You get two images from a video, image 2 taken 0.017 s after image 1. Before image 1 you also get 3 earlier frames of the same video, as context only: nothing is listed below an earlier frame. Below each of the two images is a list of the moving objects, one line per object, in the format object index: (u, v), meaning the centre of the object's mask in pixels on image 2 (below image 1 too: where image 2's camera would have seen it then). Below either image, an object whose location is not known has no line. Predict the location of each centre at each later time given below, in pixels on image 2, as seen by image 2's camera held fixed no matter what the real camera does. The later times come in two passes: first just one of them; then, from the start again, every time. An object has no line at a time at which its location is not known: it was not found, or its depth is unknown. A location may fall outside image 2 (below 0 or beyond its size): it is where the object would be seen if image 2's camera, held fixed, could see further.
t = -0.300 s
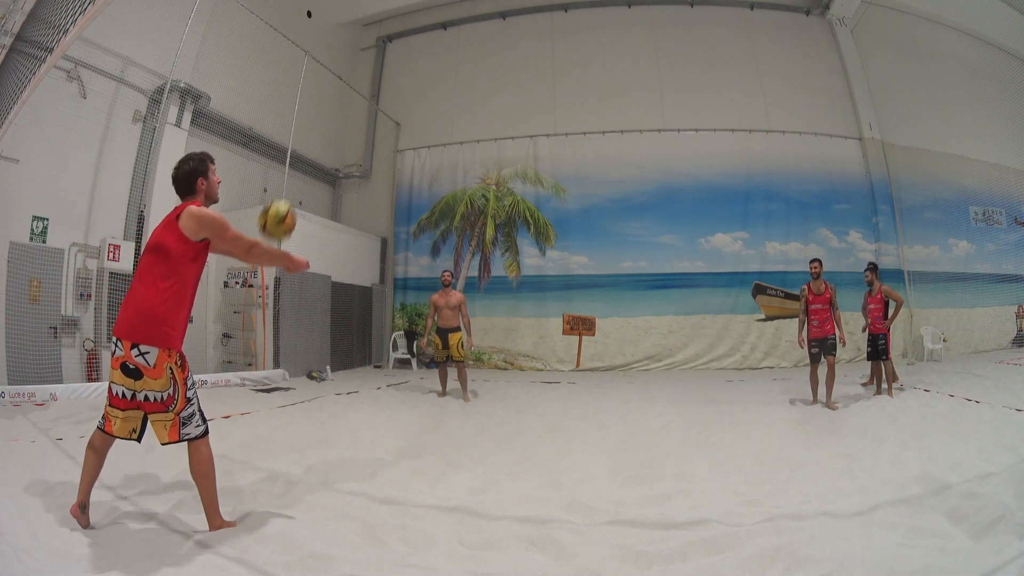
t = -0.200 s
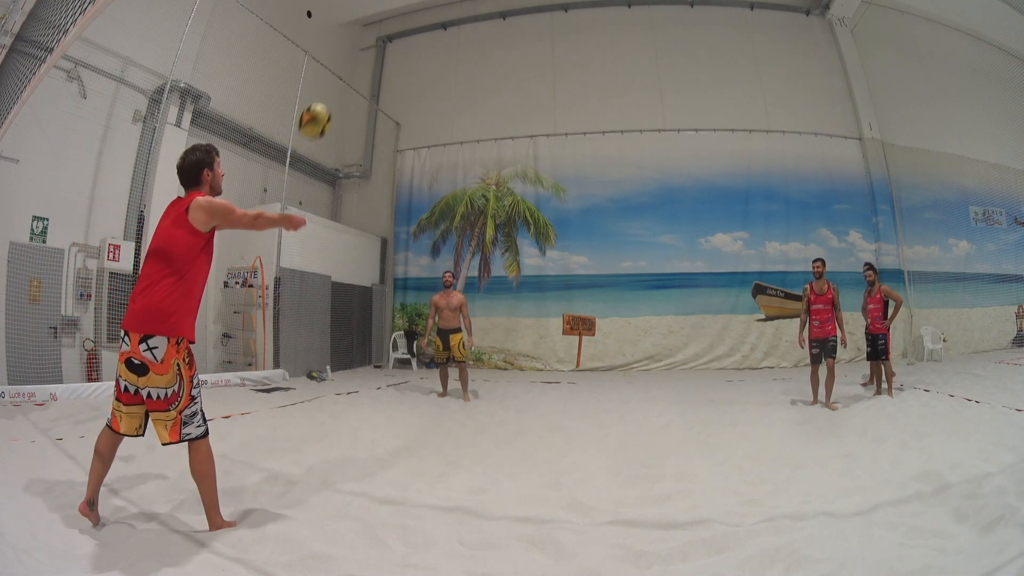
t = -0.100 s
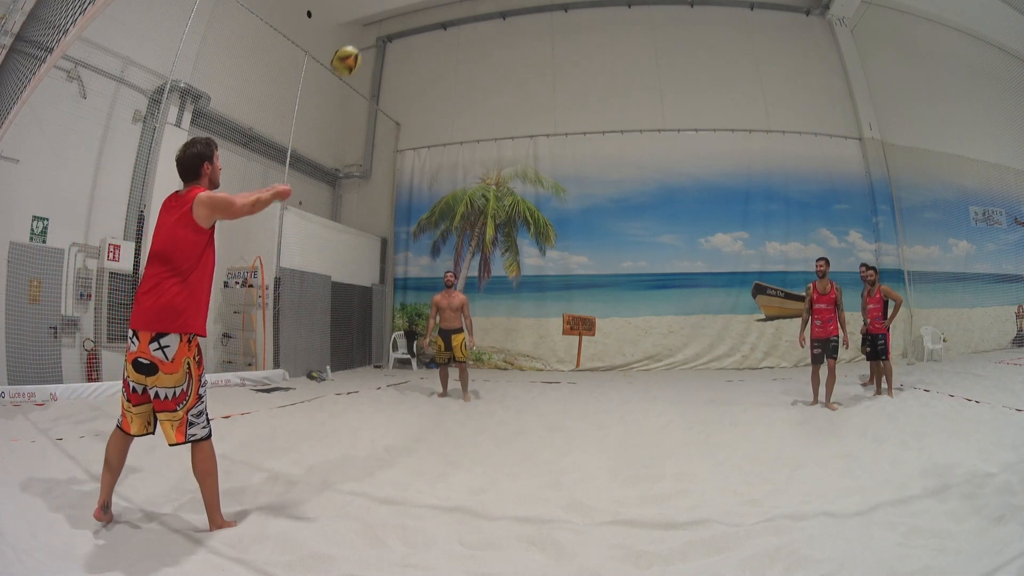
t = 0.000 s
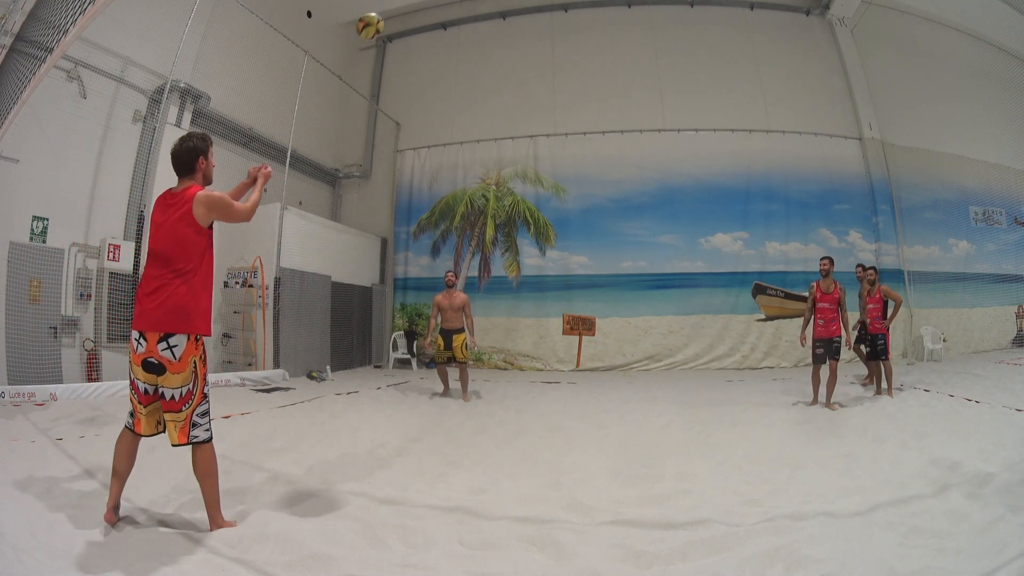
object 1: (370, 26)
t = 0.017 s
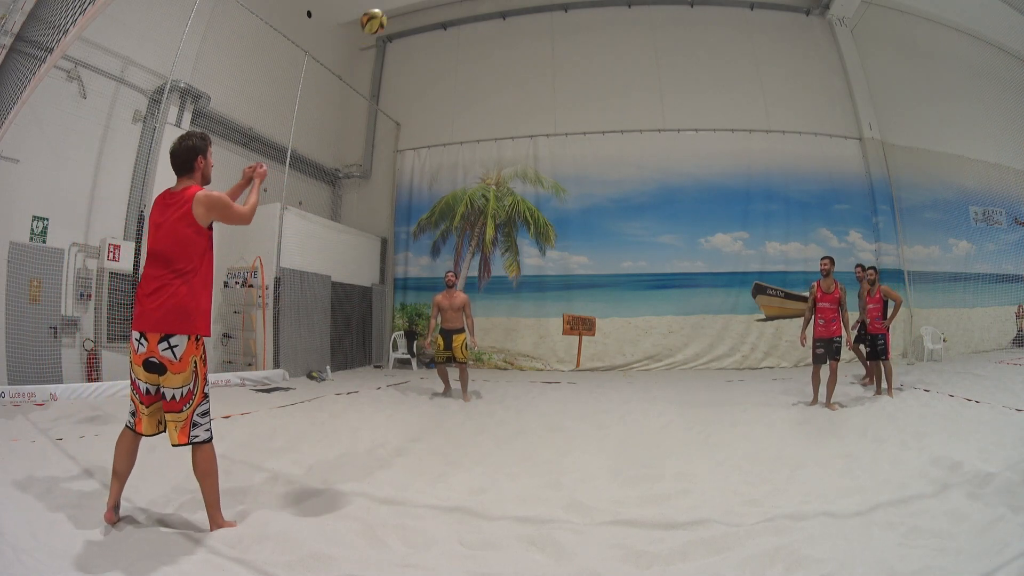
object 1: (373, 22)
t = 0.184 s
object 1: (399, 5)
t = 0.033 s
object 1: (377, 18)
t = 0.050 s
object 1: (379, 15)
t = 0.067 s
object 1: (383, 11)
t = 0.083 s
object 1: (385, 10)
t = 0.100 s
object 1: (388, 9)
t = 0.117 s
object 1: (390, 8)
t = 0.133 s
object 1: (392, 7)
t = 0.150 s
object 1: (395, 6)
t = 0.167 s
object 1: (397, 5)
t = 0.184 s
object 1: (399, 5)
